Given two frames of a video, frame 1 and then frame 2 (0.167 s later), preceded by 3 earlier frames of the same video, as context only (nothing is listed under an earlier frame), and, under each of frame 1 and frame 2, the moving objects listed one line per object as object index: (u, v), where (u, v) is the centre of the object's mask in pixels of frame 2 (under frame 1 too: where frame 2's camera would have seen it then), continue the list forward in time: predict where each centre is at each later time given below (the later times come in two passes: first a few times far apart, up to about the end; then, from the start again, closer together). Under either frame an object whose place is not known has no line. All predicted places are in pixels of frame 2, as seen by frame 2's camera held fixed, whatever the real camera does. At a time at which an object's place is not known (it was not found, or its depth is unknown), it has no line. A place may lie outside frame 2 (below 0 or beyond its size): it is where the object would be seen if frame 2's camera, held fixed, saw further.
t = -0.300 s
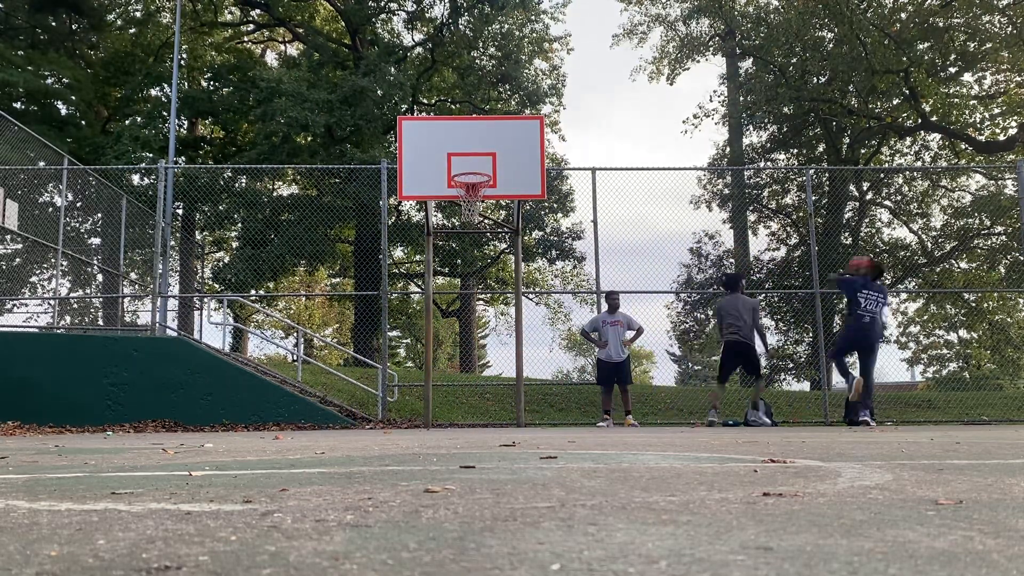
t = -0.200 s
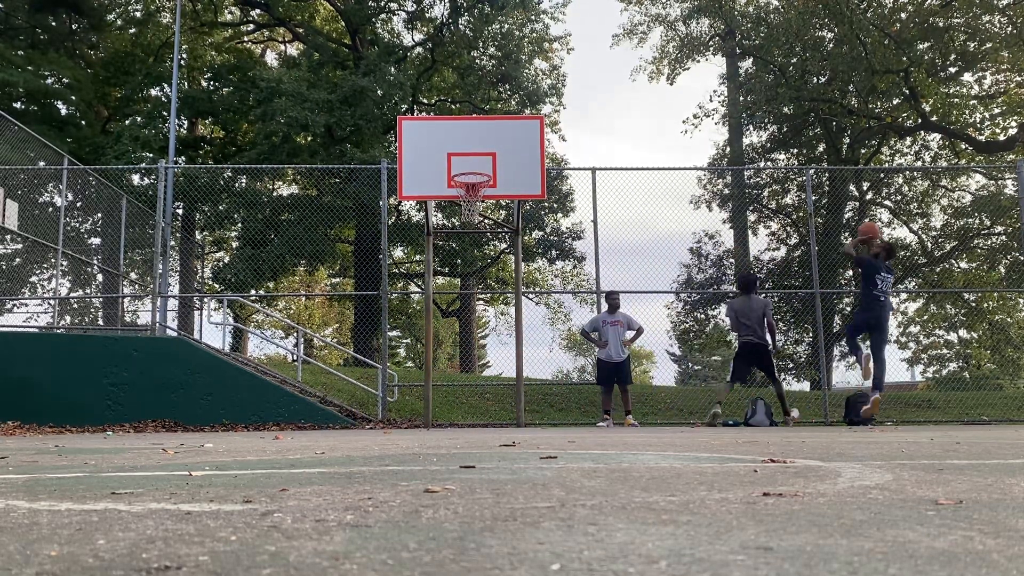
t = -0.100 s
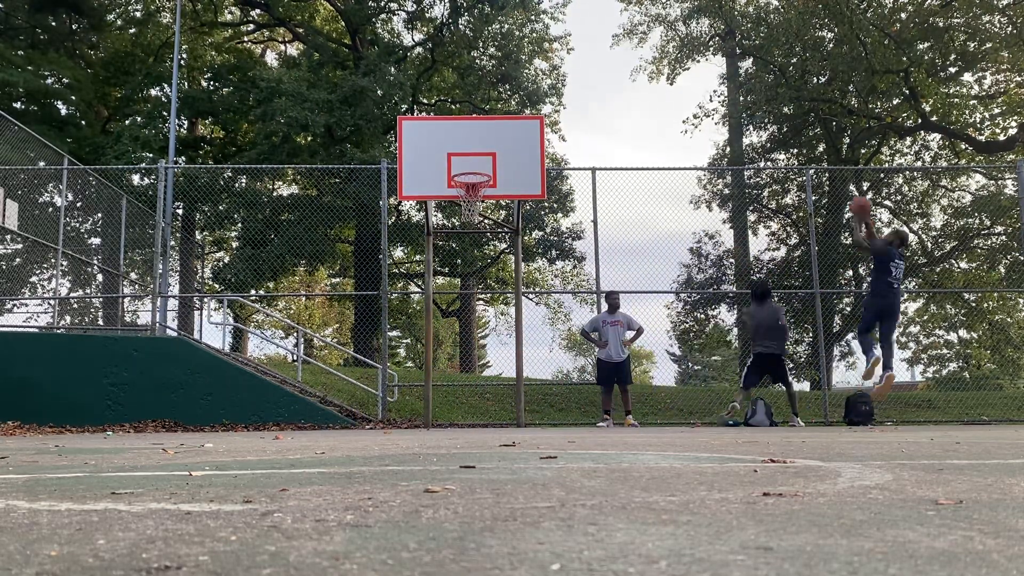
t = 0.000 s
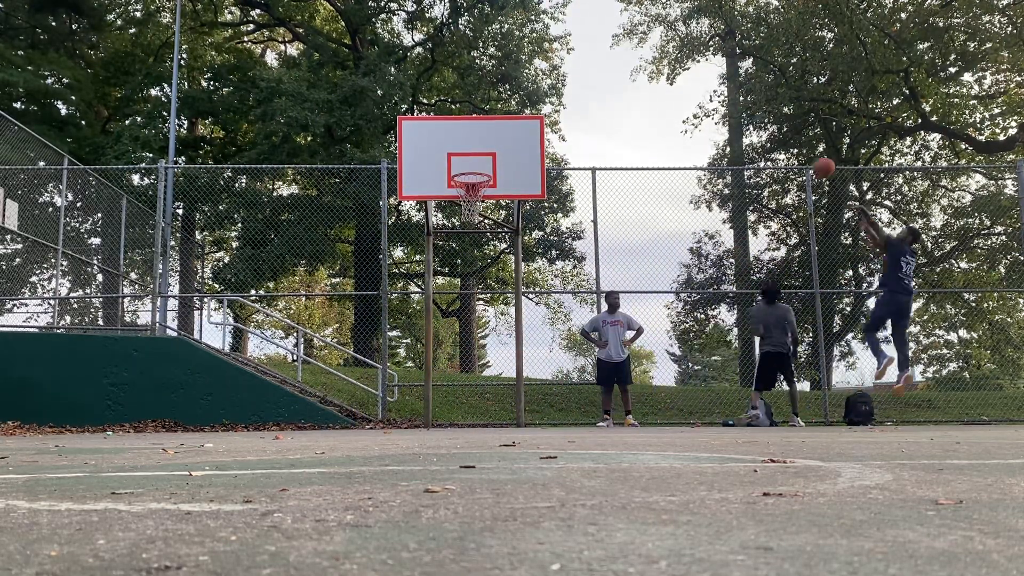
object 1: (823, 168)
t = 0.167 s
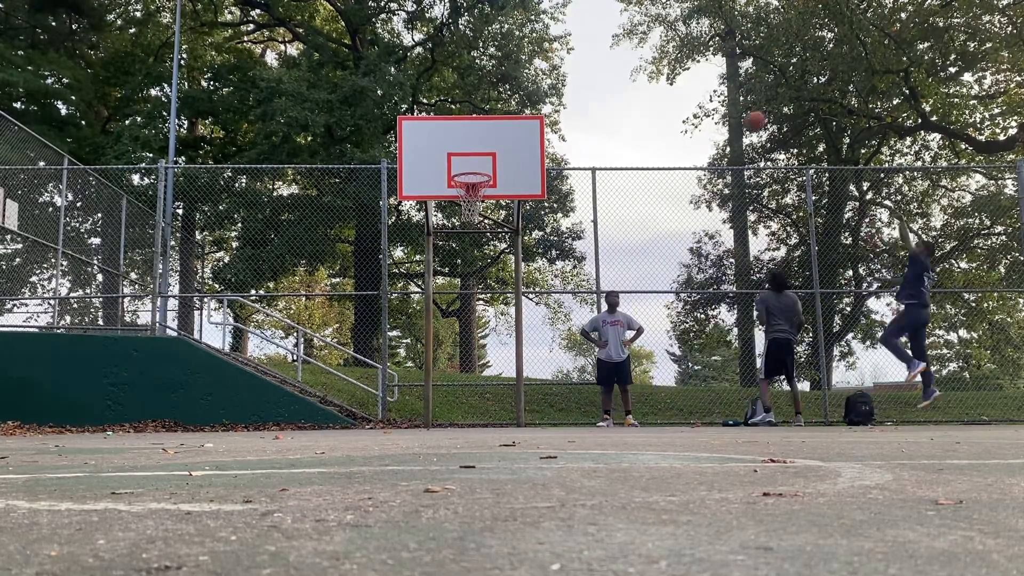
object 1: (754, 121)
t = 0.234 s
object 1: (729, 111)
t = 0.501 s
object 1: (627, 103)
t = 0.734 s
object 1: (545, 142)
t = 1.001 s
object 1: (460, 230)
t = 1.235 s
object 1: (397, 343)
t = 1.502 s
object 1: (352, 358)
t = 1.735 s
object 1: (333, 290)
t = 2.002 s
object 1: (310, 268)
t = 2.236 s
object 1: (289, 297)
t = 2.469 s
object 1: (266, 372)
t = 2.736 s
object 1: (240, 370)
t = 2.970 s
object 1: (216, 333)
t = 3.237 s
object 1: (186, 346)
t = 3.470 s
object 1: (158, 408)
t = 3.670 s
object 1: (140, 383)
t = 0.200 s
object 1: (742, 116)
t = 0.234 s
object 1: (729, 111)
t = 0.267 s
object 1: (715, 107)
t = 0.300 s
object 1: (702, 103)
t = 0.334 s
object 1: (689, 101)
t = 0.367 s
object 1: (677, 100)
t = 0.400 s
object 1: (664, 99)
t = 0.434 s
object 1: (652, 99)
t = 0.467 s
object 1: (639, 101)
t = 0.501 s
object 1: (627, 103)
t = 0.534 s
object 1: (615, 106)
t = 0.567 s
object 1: (603, 110)
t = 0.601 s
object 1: (592, 114)
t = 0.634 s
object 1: (580, 120)
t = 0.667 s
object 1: (568, 126)
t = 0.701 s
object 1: (556, 134)
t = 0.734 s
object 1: (545, 142)
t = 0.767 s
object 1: (534, 151)
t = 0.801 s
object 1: (522, 161)
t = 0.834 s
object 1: (511, 172)
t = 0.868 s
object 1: (500, 183)
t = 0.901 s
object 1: (488, 195)
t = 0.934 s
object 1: (477, 207)
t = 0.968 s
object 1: (469, 216)
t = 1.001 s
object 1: (460, 230)
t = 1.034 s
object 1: (452, 244)
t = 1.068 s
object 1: (443, 258)
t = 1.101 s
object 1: (434, 273)
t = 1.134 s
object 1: (426, 290)
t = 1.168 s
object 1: (416, 307)
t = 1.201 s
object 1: (407, 324)
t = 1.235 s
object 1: (397, 343)
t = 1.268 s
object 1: (387, 363)
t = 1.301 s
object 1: (378, 384)
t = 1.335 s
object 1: (369, 405)
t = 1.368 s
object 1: (363, 418)
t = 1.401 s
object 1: (360, 402)
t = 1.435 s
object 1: (357, 386)
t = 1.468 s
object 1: (354, 371)
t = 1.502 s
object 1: (352, 358)
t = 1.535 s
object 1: (349, 345)
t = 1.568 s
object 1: (346, 334)
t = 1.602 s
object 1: (343, 322)
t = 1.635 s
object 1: (341, 313)
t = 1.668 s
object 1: (338, 304)
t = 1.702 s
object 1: (335, 297)
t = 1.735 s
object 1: (333, 290)
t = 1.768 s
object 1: (330, 284)
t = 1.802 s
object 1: (327, 279)
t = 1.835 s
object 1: (324, 275)
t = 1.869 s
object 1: (322, 271)
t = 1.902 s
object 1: (318, 269)
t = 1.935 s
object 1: (316, 268)
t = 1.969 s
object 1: (313, 267)
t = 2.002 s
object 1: (310, 268)
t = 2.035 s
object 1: (307, 269)
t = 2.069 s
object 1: (304, 271)
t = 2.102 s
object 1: (301, 275)
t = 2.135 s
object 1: (298, 279)
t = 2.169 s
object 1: (295, 284)
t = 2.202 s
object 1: (292, 290)
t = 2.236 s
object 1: (289, 297)
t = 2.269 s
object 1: (285, 305)
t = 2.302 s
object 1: (282, 313)
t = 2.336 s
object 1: (280, 324)
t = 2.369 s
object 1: (275, 334)
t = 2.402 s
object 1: (272, 346)
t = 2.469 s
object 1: (266, 372)
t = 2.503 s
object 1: (262, 387)
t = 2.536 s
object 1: (259, 403)
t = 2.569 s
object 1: (256, 419)
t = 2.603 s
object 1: (253, 413)
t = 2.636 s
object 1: (249, 401)
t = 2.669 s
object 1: (246, 390)
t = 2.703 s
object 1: (243, 380)
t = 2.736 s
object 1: (240, 370)
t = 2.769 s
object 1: (236, 361)
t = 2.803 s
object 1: (233, 354)
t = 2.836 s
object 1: (231, 349)
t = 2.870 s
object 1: (226, 343)
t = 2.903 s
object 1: (223, 338)
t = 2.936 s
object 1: (219, 335)
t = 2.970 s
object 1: (216, 333)
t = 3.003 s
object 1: (212, 331)
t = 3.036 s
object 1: (208, 331)
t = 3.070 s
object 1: (205, 330)
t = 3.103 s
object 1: (201, 332)
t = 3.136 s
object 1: (198, 334)
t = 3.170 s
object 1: (194, 337)
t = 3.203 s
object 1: (190, 341)
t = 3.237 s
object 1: (186, 346)
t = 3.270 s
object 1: (182, 352)
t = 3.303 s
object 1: (178, 359)
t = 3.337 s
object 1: (174, 366)
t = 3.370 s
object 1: (170, 376)
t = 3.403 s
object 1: (166, 385)
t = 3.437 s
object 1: (162, 396)
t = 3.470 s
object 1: (158, 408)
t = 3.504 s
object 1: (154, 421)
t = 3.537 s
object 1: (151, 416)
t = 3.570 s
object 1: (148, 406)
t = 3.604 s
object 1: (145, 398)
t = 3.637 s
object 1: (143, 389)
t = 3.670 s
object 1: (140, 383)
